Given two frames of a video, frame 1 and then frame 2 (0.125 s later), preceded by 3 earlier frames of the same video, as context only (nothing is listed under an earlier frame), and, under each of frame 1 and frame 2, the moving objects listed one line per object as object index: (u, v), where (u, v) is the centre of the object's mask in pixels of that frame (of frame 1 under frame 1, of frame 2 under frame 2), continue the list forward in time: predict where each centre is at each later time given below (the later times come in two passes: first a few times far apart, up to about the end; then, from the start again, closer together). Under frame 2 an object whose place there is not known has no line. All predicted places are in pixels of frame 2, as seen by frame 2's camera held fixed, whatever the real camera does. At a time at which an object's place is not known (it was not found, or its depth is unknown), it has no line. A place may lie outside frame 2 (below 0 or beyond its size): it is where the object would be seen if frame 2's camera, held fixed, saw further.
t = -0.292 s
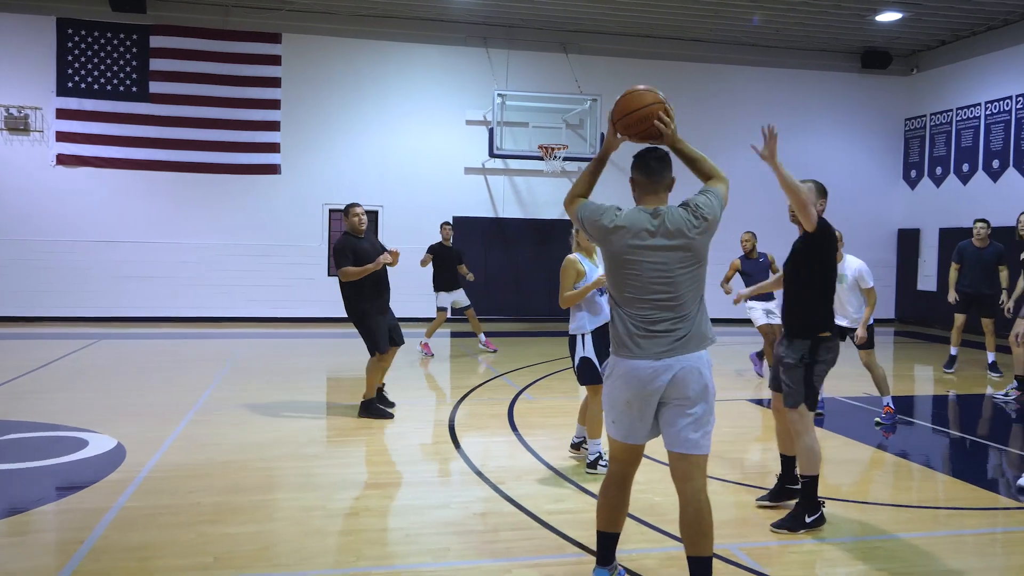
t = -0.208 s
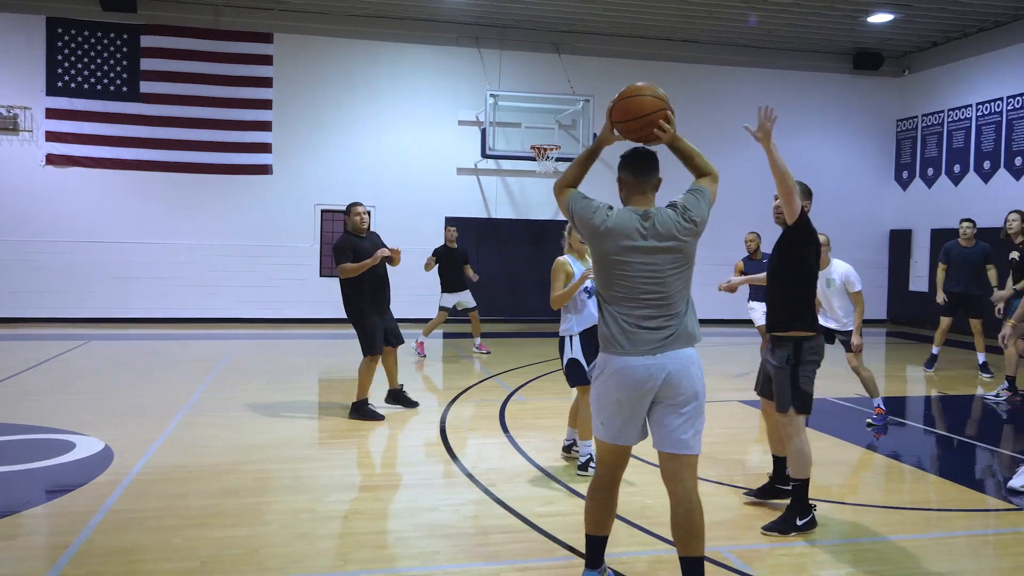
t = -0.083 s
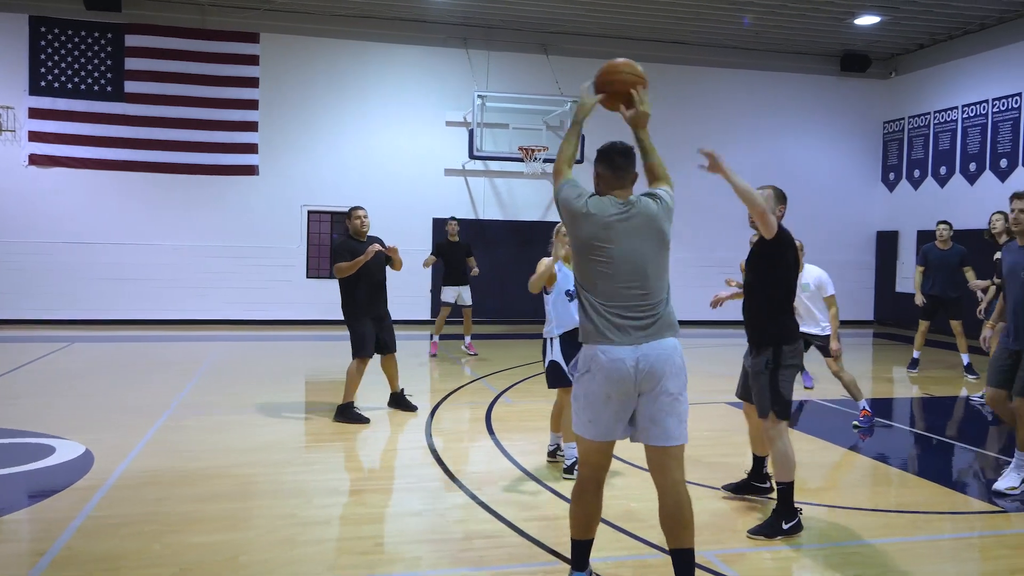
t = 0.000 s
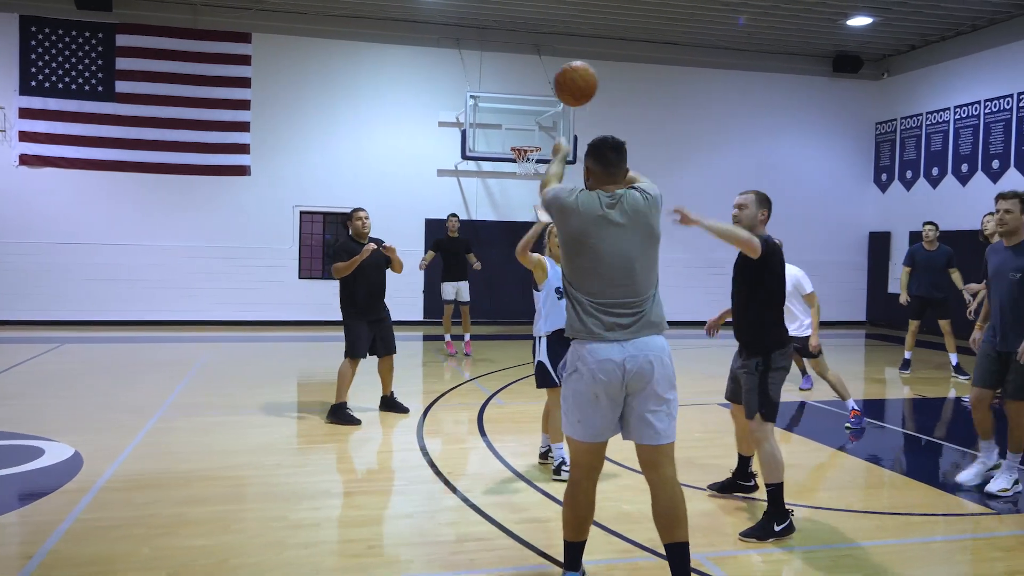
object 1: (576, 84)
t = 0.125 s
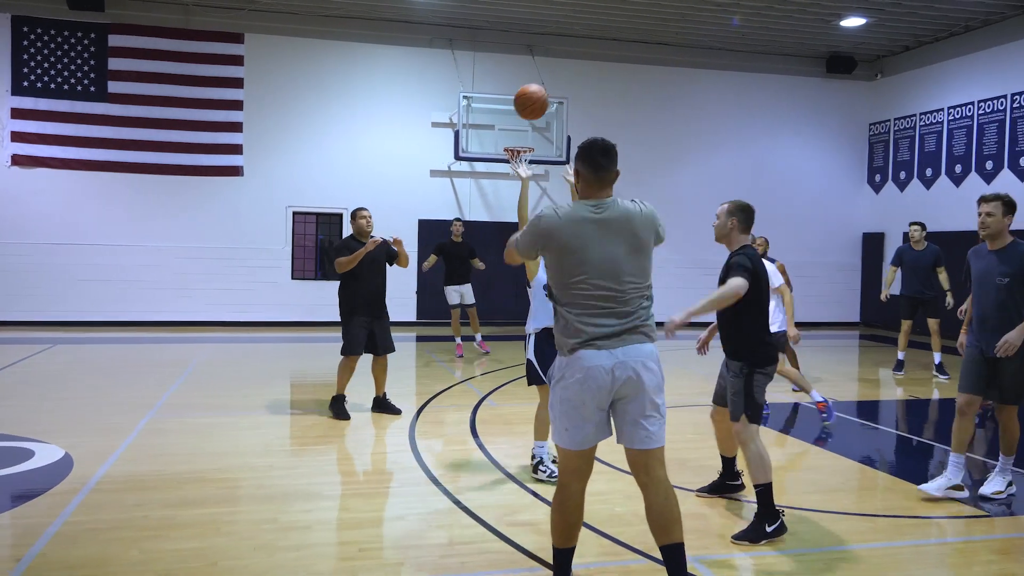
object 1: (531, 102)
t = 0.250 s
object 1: (507, 132)
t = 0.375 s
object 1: (489, 170)
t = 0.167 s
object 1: (522, 111)
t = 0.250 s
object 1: (507, 132)
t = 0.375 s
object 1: (489, 170)
